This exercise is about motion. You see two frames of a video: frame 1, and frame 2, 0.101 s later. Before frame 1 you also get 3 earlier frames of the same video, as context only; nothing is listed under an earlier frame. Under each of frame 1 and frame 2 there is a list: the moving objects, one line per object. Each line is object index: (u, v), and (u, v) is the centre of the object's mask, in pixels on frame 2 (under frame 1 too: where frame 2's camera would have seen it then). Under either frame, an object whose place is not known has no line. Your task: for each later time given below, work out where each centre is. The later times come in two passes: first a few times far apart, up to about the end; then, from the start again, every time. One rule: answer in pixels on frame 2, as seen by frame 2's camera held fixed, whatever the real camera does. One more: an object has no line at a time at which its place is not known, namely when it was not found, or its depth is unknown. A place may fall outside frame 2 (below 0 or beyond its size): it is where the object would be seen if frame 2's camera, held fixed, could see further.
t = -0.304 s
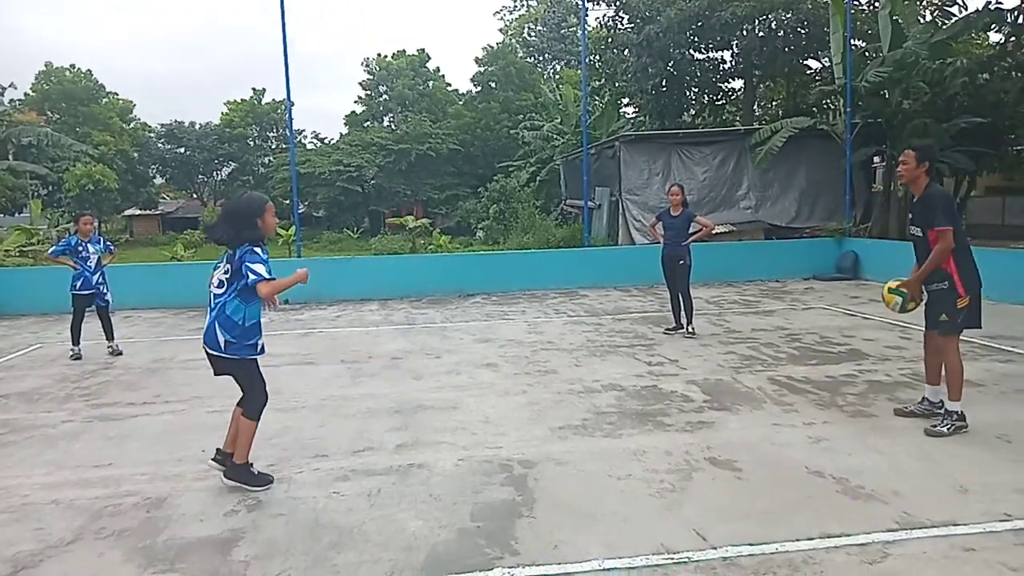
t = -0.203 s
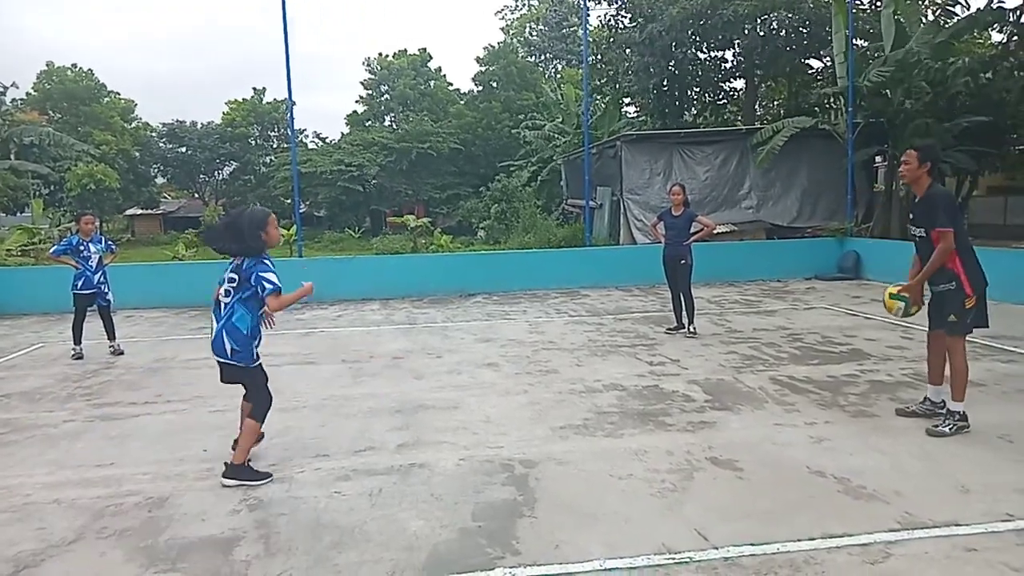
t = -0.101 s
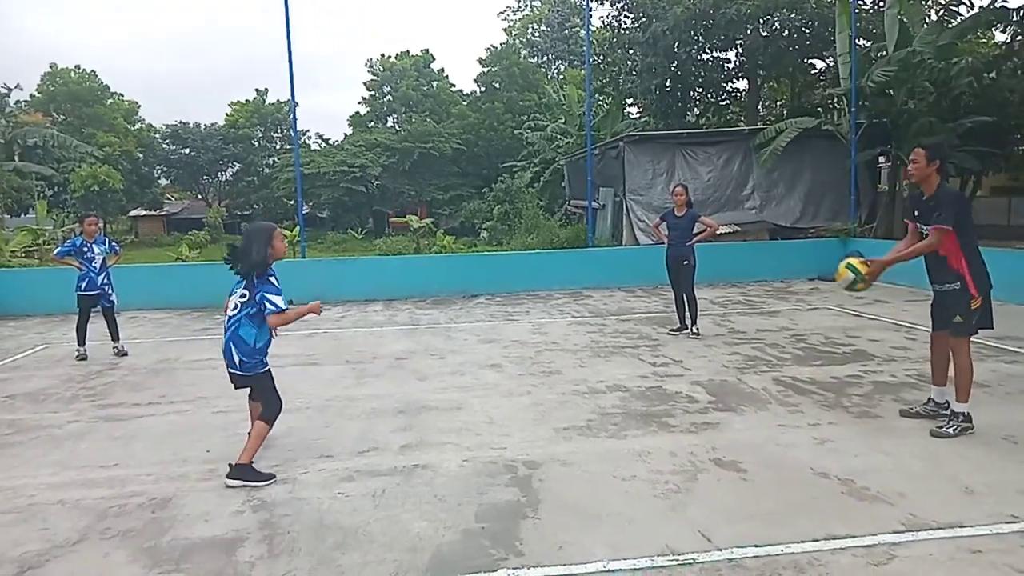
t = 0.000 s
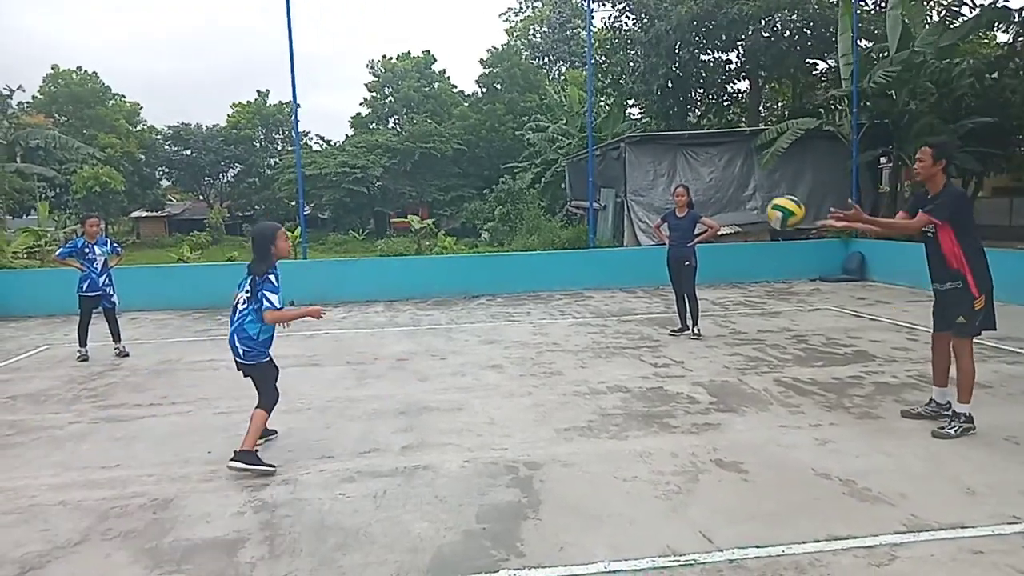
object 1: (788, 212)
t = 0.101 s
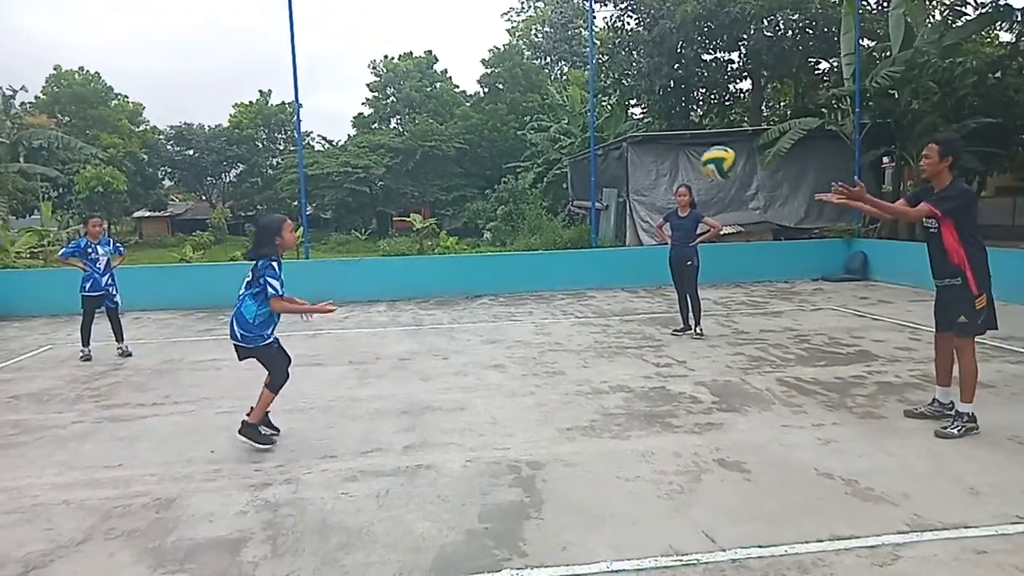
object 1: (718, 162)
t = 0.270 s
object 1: (611, 120)
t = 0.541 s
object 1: (455, 143)
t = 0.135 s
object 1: (697, 150)
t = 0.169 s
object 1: (674, 140)
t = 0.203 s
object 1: (653, 131)
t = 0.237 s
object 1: (632, 124)
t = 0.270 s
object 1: (611, 120)
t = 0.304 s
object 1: (590, 116)
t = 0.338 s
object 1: (569, 115)
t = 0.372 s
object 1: (550, 115)
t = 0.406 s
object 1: (529, 117)
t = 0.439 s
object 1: (510, 122)
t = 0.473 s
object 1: (491, 127)
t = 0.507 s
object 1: (473, 134)
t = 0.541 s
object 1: (455, 143)
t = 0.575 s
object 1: (437, 153)
